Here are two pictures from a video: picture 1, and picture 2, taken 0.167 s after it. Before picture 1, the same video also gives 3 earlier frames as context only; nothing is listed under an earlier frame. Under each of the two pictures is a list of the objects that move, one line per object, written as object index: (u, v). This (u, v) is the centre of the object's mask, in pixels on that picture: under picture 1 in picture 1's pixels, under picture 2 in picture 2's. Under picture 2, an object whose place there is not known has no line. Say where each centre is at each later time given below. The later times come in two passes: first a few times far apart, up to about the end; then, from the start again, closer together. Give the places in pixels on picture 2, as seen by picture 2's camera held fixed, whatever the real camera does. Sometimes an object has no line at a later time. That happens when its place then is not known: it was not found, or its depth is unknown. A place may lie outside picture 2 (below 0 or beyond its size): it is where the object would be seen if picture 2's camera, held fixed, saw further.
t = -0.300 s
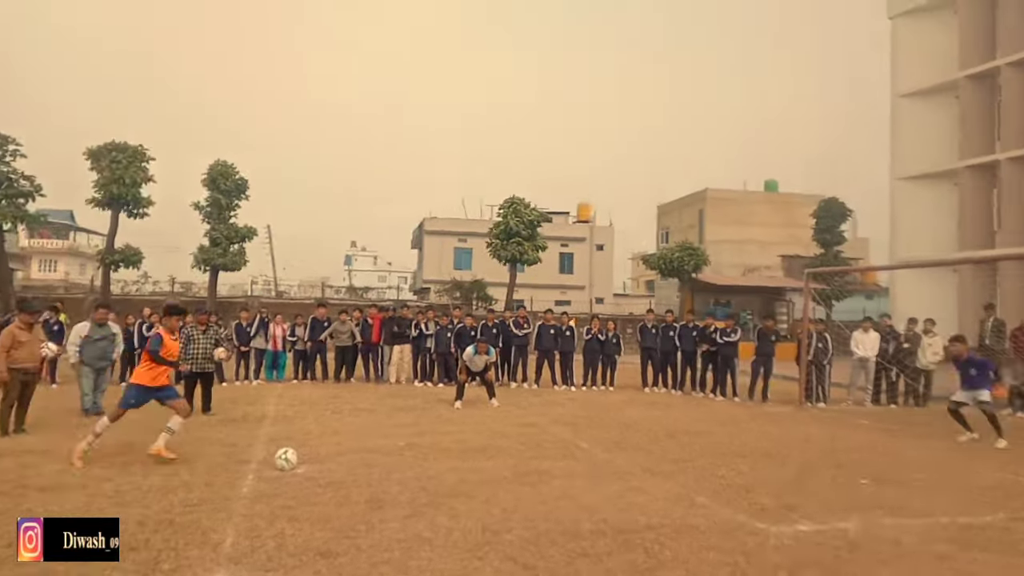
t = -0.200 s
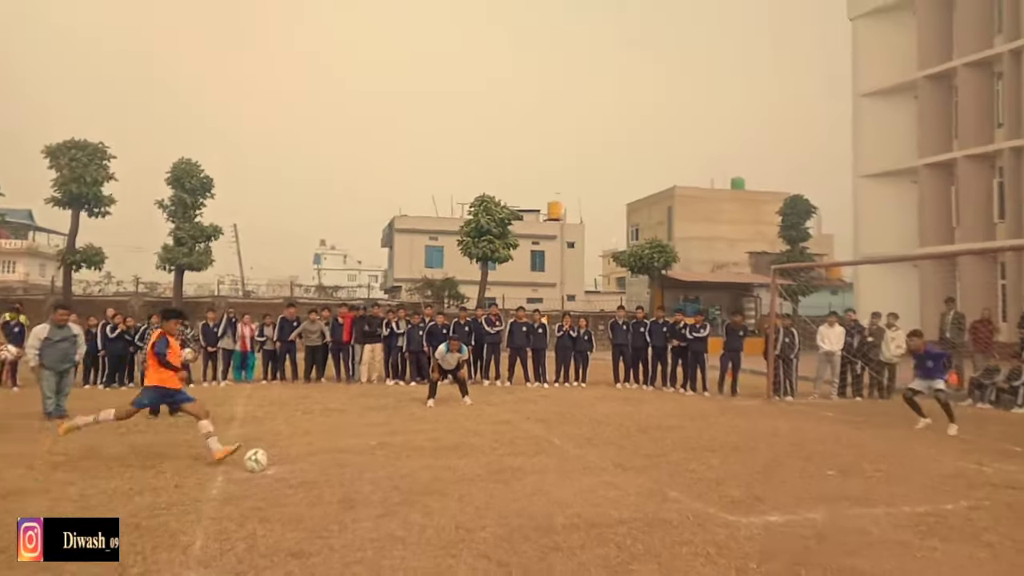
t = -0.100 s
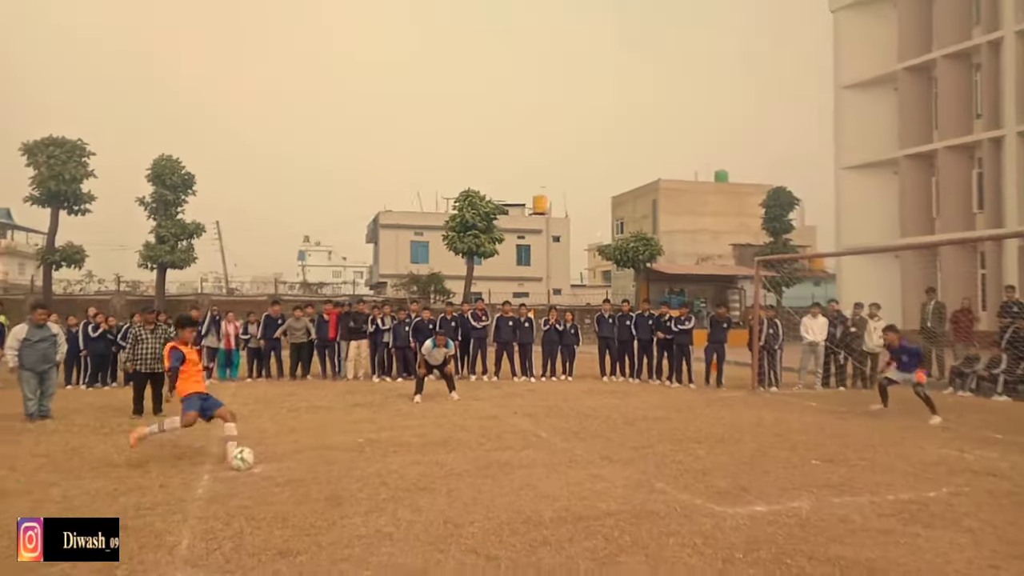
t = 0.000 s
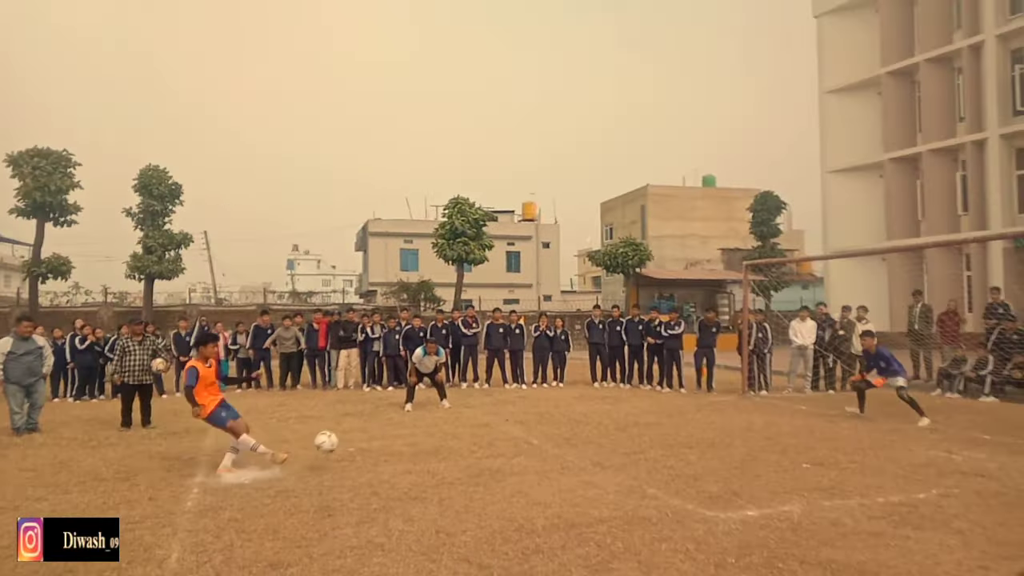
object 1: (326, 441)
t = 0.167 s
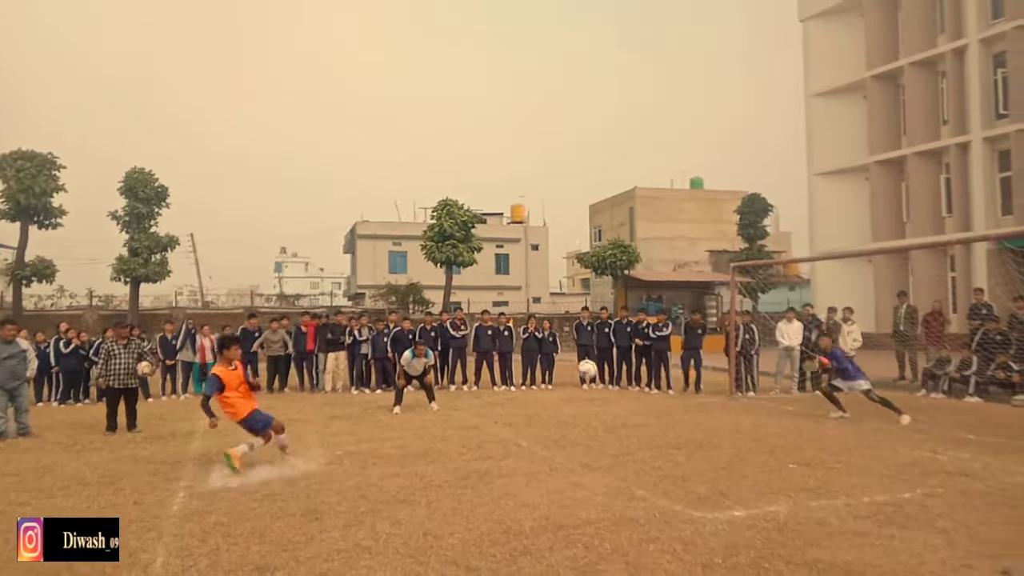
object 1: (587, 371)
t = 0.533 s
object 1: (891, 312)
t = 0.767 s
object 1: (973, 325)
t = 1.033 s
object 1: (1013, 400)
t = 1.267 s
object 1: (1012, 369)
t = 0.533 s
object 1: (891, 312)
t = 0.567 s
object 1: (905, 312)
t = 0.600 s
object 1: (918, 311)
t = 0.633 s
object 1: (931, 313)
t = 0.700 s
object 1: (954, 316)
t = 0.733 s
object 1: (964, 320)
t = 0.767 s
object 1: (973, 325)
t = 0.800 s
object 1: (981, 332)
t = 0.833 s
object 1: (988, 339)
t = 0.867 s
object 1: (993, 348)
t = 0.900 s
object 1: (997, 357)
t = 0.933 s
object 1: (1000, 368)
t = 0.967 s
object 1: (1005, 379)
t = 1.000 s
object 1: (1007, 389)
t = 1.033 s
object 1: (1013, 400)
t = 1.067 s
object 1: (1014, 397)
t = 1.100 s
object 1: (1012, 388)
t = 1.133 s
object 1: (1012, 382)
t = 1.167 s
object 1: (1012, 376)
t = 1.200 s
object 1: (1012, 373)
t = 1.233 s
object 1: (1012, 369)
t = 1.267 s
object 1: (1012, 369)
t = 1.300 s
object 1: (1011, 368)
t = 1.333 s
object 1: (1010, 369)
